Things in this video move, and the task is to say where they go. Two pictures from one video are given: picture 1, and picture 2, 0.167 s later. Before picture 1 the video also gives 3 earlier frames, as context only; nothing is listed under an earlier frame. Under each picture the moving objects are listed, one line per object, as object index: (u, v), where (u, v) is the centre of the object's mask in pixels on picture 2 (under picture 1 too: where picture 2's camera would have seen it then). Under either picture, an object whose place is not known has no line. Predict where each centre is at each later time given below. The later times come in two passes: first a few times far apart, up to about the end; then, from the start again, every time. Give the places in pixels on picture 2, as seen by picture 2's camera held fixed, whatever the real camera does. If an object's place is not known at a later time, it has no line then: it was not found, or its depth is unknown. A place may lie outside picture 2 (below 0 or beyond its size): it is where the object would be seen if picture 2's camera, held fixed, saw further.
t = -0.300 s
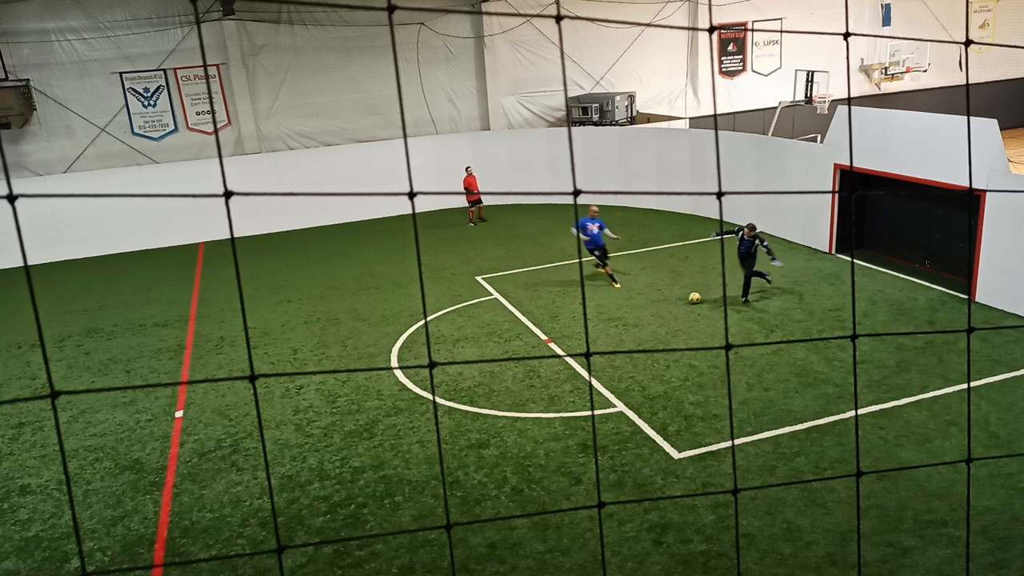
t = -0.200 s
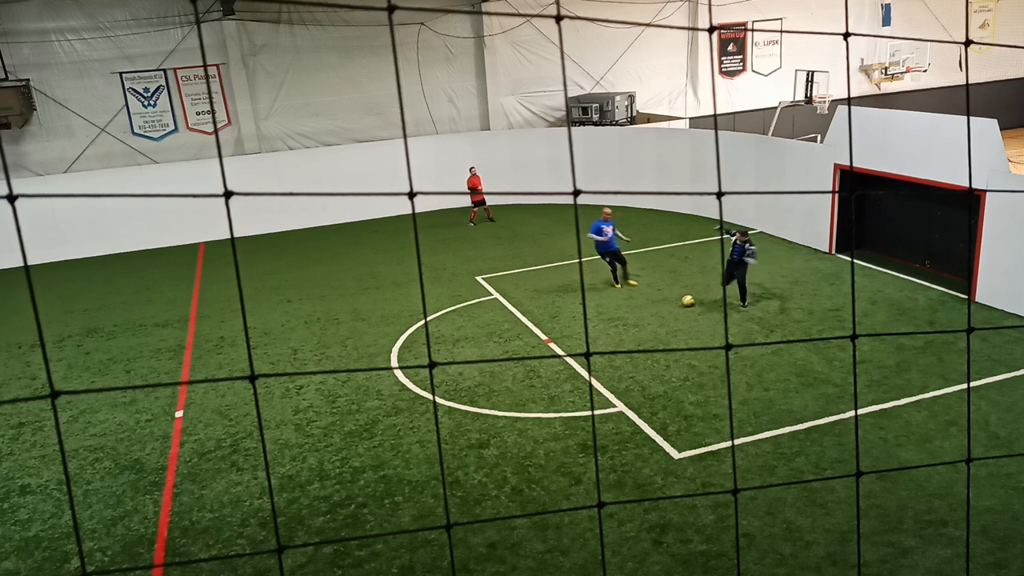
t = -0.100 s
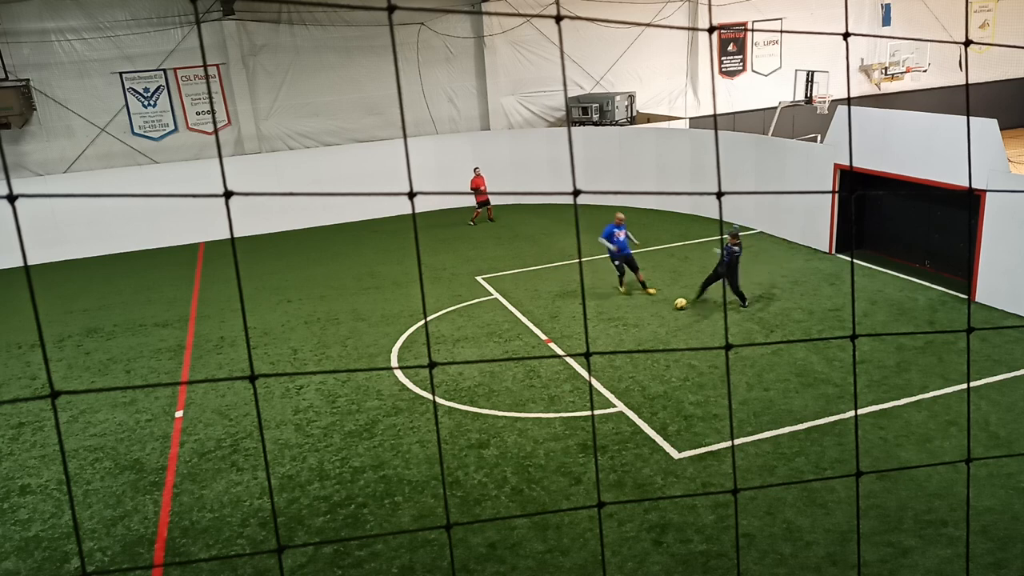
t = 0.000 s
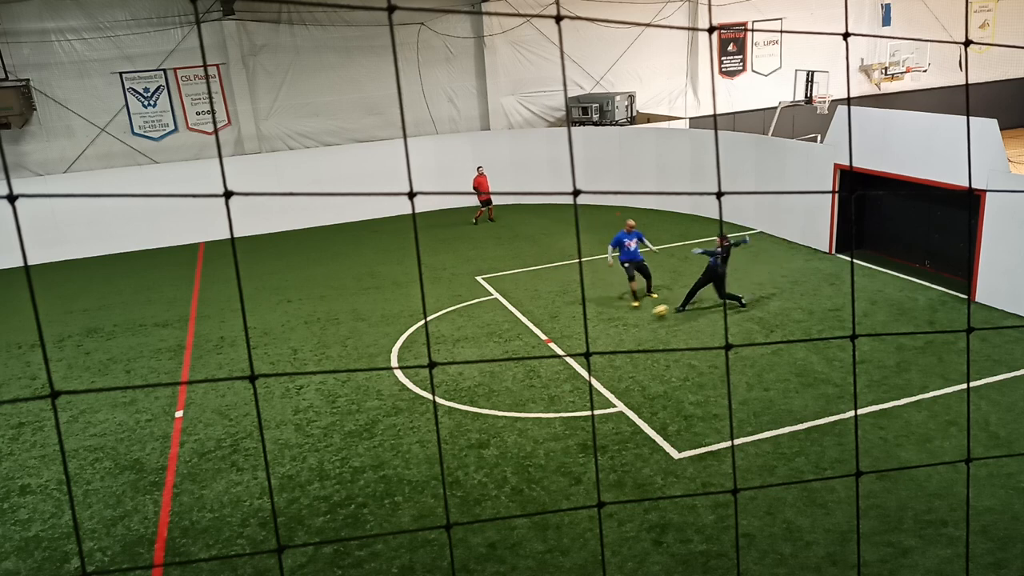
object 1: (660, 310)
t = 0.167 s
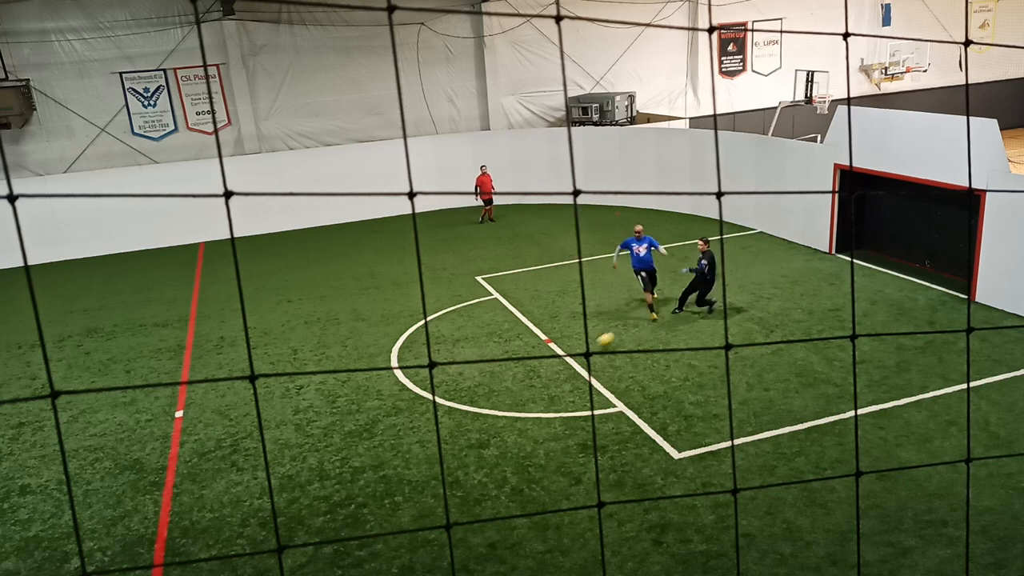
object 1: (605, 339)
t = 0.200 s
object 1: (595, 347)
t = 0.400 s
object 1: (531, 375)
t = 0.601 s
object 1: (466, 414)
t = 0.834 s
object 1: (394, 452)
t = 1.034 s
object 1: (325, 489)
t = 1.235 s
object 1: (246, 529)
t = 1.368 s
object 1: (190, 561)
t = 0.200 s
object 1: (595, 347)
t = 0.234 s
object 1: (580, 356)
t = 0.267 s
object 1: (572, 359)
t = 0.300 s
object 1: (561, 362)
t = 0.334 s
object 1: (552, 365)
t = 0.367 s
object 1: (541, 369)
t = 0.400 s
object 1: (531, 375)
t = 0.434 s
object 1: (520, 380)
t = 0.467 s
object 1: (508, 388)
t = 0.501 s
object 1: (497, 396)
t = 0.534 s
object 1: (487, 404)
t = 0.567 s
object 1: (476, 411)
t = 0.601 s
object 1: (466, 414)
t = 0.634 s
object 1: (456, 417)
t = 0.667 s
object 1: (447, 422)
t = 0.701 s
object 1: (436, 428)
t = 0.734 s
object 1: (426, 435)
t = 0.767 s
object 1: (415, 442)
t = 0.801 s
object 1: (405, 448)
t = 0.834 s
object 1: (394, 452)
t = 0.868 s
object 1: (383, 456)
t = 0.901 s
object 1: (372, 462)
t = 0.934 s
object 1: (360, 468)
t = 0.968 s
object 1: (349, 476)
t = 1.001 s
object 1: (337, 483)
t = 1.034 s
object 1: (325, 489)
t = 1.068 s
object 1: (312, 494)
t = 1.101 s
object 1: (300, 500)
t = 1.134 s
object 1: (287, 507)
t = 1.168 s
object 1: (275, 516)
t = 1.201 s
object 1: (260, 524)
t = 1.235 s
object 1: (246, 529)
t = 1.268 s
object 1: (232, 536)
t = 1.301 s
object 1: (218, 543)
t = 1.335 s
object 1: (204, 551)
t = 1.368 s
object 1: (190, 561)
